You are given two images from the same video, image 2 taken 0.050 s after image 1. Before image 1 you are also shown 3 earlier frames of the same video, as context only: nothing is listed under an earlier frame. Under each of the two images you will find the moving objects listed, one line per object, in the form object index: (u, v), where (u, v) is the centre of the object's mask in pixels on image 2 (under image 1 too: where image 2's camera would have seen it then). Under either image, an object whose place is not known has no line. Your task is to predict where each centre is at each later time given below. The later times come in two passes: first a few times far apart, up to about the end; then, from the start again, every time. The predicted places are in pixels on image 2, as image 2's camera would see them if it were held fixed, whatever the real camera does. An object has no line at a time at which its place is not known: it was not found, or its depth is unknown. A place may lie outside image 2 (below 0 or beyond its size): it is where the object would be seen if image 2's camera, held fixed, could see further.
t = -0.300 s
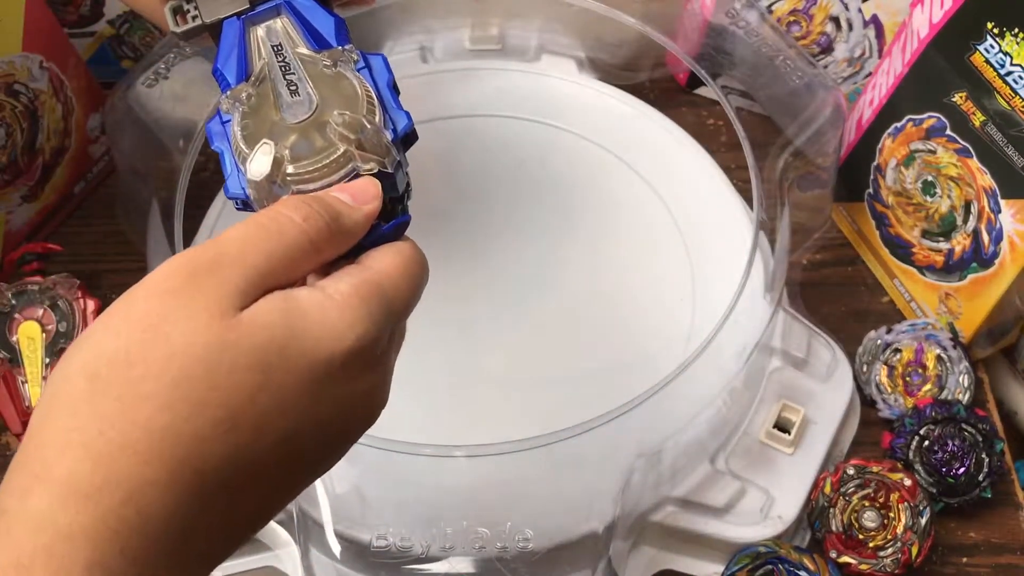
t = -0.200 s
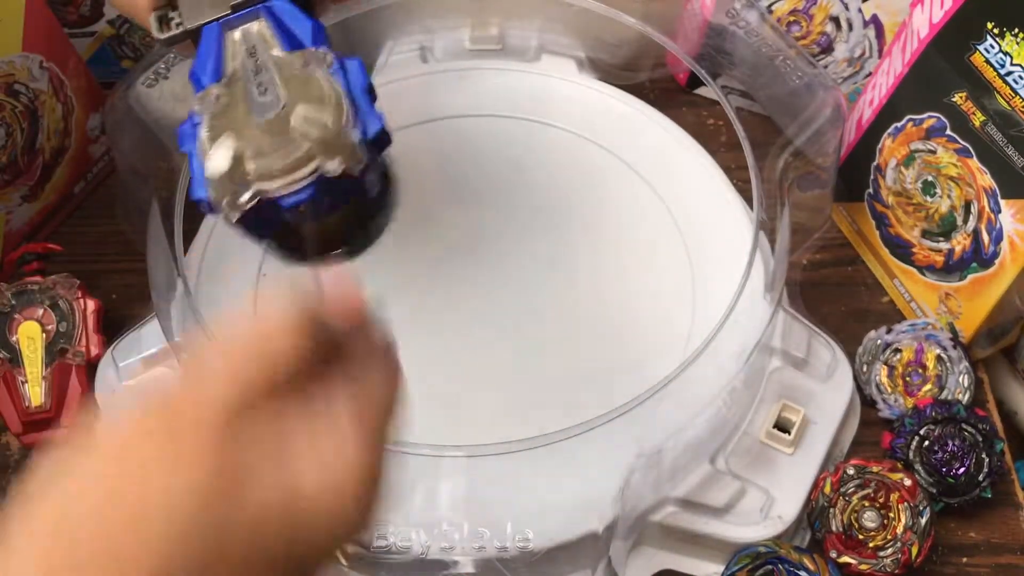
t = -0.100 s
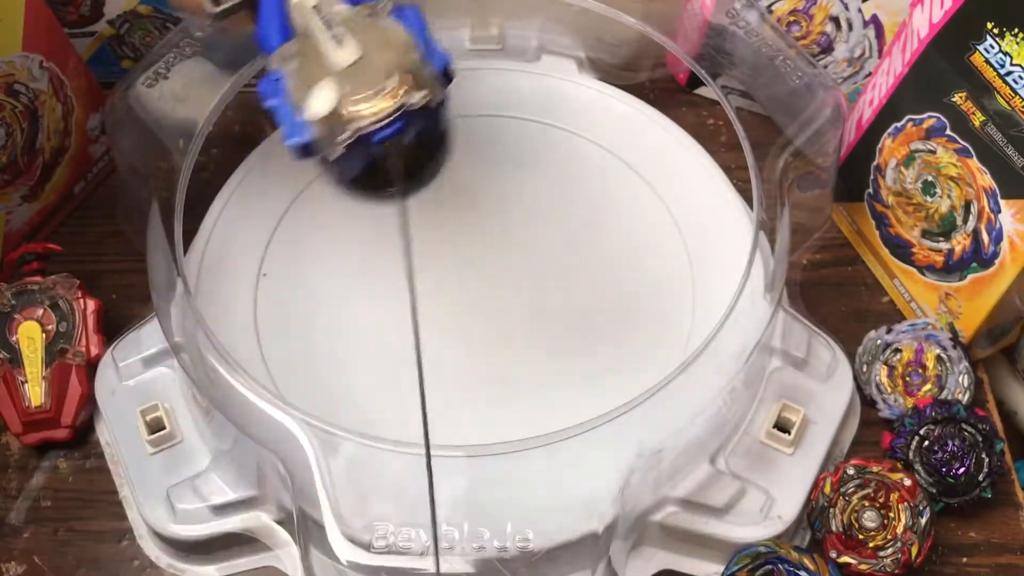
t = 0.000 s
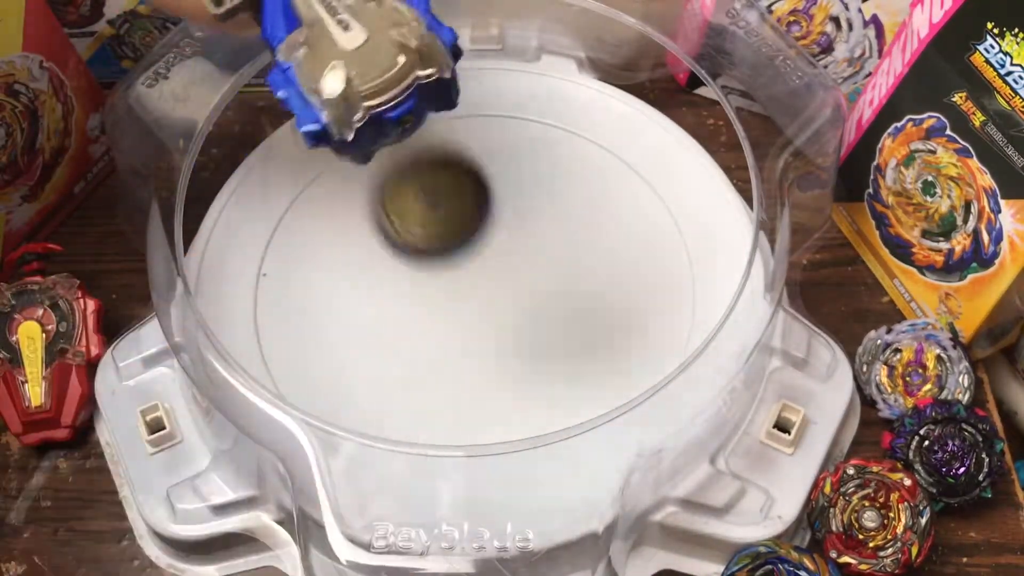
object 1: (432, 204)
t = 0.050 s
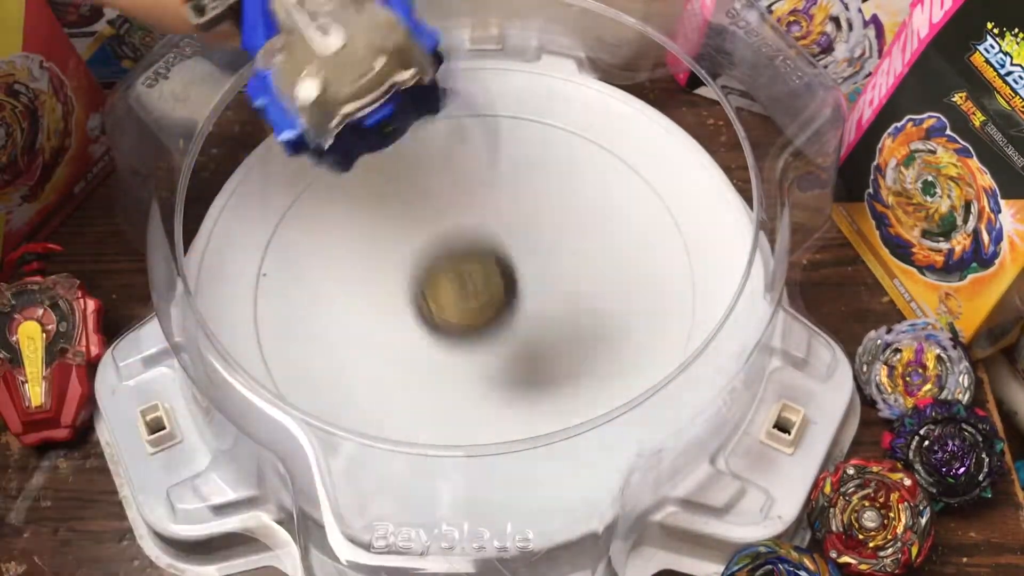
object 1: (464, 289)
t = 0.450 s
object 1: (486, 205)
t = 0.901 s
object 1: (456, 320)
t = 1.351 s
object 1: (418, 257)
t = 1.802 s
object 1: (515, 256)
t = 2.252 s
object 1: (435, 321)
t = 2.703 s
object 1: (473, 239)
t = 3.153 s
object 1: (484, 309)
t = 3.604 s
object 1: (446, 279)
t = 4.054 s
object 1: (499, 277)
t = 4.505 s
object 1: (459, 299)
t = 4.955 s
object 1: (485, 263)
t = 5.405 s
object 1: (478, 290)
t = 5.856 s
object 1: (464, 267)
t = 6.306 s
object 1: (476, 281)
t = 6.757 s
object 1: (458, 282)
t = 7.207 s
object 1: (470, 282)
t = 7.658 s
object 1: (463, 294)
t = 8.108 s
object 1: (475, 285)
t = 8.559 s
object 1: (480, 286)
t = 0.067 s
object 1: (474, 320)
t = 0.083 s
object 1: (487, 355)
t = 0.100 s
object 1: (493, 356)
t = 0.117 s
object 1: (488, 328)
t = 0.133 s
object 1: (487, 306)
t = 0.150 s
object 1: (487, 286)
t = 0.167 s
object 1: (487, 270)
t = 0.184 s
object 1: (487, 257)
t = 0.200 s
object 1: (487, 246)
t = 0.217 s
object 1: (488, 239)
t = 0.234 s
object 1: (489, 234)
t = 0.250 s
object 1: (490, 233)
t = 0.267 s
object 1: (491, 234)
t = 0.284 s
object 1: (492, 238)
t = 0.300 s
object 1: (493, 242)
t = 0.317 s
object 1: (493, 240)
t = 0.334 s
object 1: (491, 226)
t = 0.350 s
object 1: (491, 216)
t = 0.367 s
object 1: (490, 208)
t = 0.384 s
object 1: (488, 201)
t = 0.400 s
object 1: (488, 198)
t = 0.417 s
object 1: (487, 199)
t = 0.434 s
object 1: (487, 203)
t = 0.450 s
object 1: (486, 205)
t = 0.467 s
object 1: (485, 201)
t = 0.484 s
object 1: (482, 196)
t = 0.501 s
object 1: (480, 193)
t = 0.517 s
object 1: (479, 195)
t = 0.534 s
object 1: (477, 200)
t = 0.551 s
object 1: (476, 205)
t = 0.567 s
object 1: (473, 205)
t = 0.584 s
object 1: (471, 206)
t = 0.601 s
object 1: (469, 209)
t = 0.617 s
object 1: (467, 215)
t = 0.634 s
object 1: (466, 221)
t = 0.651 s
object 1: (464, 225)
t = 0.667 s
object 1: (462, 229)
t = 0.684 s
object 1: (461, 234)
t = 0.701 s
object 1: (460, 243)
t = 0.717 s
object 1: (459, 251)
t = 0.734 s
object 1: (458, 258)
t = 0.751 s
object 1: (457, 263)
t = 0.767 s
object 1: (456, 268)
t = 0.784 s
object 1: (456, 277)
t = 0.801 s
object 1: (455, 284)
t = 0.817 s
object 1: (455, 291)
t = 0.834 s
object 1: (455, 297)
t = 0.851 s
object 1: (456, 302)
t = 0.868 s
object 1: (456, 308)
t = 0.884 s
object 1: (456, 315)
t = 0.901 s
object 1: (456, 320)
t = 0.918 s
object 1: (456, 324)
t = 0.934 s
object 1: (455, 327)
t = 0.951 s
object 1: (454, 331)
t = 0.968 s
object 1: (453, 334)
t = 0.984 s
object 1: (452, 336)
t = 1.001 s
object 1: (450, 336)
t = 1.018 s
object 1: (448, 337)
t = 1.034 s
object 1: (447, 338)
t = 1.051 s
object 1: (444, 337)
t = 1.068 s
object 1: (442, 336)
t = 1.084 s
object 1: (440, 334)
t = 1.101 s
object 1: (438, 333)
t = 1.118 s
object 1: (435, 330)
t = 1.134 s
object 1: (433, 327)
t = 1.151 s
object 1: (429, 323)
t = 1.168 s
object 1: (426, 319)
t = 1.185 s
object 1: (424, 314)
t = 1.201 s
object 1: (421, 309)
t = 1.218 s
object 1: (419, 303)
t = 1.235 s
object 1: (418, 297)
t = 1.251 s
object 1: (416, 292)
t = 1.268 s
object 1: (416, 286)
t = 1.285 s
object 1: (416, 280)
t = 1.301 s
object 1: (415, 274)
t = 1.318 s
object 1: (416, 269)
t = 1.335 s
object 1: (417, 263)
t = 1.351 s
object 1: (418, 257)
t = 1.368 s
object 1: (420, 252)
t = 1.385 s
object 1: (422, 247)
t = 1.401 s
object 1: (425, 242)
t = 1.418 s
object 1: (428, 238)
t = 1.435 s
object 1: (431, 233)
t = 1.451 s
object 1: (434, 230)
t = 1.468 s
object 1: (439, 228)
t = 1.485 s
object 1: (442, 224)
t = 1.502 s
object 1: (447, 222)
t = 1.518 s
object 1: (452, 220)
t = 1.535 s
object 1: (456, 219)
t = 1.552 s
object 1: (460, 218)
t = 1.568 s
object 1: (465, 217)
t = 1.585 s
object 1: (470, 218)
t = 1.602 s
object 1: (474, 218)
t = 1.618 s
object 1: (479, 220)
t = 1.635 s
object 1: (483, 221)
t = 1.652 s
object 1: (487, 222)
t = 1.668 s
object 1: (491, 225)
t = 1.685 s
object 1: (495, 228)
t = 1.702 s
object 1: (499, 231)
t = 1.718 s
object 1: (502, 234)
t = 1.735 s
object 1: (505, 238)
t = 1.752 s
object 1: (508, 242)
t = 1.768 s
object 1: (511, 246)
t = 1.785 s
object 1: (513, 251)
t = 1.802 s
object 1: (515, 256)
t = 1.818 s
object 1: (515, 260)
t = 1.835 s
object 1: (517, 266)
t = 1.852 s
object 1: (516, 270)
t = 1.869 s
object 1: (516, 275)
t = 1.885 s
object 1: (516, 281)
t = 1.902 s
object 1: (514, 285)
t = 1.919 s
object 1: (513, 290)
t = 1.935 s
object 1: (511, 296)
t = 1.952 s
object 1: (509, 299)
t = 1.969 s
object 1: (507, 305)
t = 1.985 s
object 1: (503, 307)
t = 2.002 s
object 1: (500, 313)
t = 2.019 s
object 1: (496, 315)
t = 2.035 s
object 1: (493, 319)
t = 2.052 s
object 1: (488, 322)
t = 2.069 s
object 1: (483, 324)
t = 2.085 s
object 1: (478, 326)
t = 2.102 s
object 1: (474, 328)
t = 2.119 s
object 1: (468, 328)
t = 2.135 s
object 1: (463, 329)
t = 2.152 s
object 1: (458, 329)
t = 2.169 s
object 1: (454, 329)
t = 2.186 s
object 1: (450, 328)
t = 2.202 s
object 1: (445, 327)
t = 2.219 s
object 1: (442, 326)
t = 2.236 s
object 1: (438, 323)
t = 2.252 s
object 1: (435, 321)
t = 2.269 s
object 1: (431, 317)
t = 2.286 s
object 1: (430, 315)
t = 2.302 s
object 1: (426, 311)
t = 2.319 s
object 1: (426, 308)
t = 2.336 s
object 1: (424, 304)
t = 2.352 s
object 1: (424, 300)
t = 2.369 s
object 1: (423, 296)
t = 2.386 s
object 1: (423, 292)
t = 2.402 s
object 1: (423, 288)
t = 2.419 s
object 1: (424, 283)
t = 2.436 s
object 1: (426, 279)
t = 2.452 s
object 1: (427, 275)
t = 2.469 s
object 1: (429, 271)
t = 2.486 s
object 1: (430, 267)
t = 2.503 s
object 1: (433, 264)
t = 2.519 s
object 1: (436, 260)
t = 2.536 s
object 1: (438, 256)
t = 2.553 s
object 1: (441, 253)
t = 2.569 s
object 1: (444, 250)
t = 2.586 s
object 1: (448, 248)
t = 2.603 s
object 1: (451, 245)
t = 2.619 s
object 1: (455, 243)
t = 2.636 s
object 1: (458, 242)
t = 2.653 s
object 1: (462, 240)
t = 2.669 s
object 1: (466, 240)
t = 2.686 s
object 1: (469, 239)
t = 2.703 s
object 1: (473, 239)
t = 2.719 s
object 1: (476, 239)
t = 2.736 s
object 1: (479, 239)
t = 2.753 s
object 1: (482, 240)
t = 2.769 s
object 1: (486, 241)
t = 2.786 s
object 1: (489, 242)
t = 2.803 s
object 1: (491, 244)
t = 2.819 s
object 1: (493, 246)
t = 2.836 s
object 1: (496, 248)
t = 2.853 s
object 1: (498, 251)
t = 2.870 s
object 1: (499, 253)
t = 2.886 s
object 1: (500, 256)
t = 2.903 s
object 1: (502, 259)
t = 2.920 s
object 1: (503, 263)
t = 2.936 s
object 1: (503, 266)
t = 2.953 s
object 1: (503, 270)
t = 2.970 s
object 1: (502, 273)
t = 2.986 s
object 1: (503, 277)
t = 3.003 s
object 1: (502, 281)
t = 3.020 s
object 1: (501, 285)
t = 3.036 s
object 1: (499, 288)
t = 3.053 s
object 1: (498, 292)
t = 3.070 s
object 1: (496, 295)
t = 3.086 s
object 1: (494, 298)
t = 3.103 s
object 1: (492, 302)
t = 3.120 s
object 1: (489, 304)
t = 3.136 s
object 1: (487, 307)
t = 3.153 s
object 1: (484, 309)
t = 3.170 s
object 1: (481, 311)
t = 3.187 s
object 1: (478, 313)
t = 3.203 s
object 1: (475, 314)
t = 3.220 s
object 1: (471, 316)
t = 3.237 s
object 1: (469, 317)
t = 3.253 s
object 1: (466, 318)
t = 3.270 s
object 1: (463, 318)
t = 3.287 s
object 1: (460, 318)
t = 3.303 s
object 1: (457, 318)
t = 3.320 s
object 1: (454, 317)
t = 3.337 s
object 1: (452, 316)
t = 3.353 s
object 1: (449, 315)
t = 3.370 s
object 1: (447, 314)
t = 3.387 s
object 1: (446, 312)
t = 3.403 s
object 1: (444, 310)
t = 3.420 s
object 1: (443, 308)
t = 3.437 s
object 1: (441, 306)
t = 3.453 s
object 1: (441, 304)
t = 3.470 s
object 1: (440, 301)
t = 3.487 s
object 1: (440, 299)
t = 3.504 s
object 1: (440, 296)
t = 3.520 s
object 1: (441, 294)
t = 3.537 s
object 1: (441, 290)
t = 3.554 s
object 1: (442, 288)
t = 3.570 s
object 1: (444, 286)
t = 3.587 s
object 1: (445, 282)
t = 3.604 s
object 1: (446, 279)
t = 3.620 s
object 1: (448, 278)
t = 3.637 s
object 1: (450, 275)
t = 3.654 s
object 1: (453, 273)
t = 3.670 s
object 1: (455, 271)
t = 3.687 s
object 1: (458, 268)
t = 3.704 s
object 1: (460, 266)
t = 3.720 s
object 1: (463, 265)
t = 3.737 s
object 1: (466, 264)
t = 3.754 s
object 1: (468, 262)
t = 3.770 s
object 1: (471, 261)
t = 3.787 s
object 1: (474, 261)
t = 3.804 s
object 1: (477, 260)
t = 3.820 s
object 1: (479, 260)
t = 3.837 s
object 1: (481, 260)
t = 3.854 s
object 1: (484, 260)
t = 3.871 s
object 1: (486, 260)
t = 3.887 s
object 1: (488, 261)
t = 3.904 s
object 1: (490, 262)
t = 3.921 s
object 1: (492, 263)
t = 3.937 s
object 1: (494, 265)
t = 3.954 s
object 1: (495, 266)
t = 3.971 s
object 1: (496, 267)
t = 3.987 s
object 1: (497, 269)
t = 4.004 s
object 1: (498, 271)
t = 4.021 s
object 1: (498, 273)
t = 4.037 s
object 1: (498, 275)
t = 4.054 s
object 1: (499, 277)
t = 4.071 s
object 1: (498, 279)
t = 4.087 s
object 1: (498, 281)
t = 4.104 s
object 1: (497, 283)
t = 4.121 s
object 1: (497, 285)
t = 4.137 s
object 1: (496, 287)
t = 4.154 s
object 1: (495, 289)
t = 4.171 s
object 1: (493, 291)
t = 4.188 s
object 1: (492, 293)
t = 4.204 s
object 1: (490, 295)
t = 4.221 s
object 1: (489, 296)
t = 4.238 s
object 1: (487, 298)
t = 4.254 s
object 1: (485, 299)
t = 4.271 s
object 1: (483, 300)
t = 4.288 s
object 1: (481, 302)
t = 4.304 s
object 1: (479, 303)
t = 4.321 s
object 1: (477, 303)
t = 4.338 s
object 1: (475, 304)
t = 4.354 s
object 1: (473, 304)
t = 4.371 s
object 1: (471, 305)
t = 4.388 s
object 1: (470, 305)
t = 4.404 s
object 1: (468, 304)
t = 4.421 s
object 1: (466, 304)
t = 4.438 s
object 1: (464, 303)
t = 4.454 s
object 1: (462, 303)
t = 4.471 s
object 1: (461, 302)
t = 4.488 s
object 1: (460, 300)
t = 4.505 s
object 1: (459, 299)
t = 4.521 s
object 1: (458, 298)
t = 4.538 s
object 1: (457, 296)
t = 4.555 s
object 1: (457, 295)
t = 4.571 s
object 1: (457, 293)
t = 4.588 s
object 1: (457, 291)
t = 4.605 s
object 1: (457, 289)
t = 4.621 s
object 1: (457, 287)
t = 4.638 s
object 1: (458, 285)
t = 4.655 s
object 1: (459, 283)
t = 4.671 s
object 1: (460, 281)
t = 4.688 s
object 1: (461, 279)
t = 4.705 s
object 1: (462, 277)
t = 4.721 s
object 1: (463, 275)
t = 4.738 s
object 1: (464, 274)
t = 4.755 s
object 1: (466, 272)
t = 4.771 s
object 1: (467, 270)
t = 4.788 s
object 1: (468, 269)
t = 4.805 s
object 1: (470, 268)
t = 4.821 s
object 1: (472, 266)
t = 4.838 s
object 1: (473, 266)
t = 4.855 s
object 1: (475, 265)
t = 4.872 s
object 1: (477, 264)
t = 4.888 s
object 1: (479, 263)
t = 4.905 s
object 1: (481, 263)
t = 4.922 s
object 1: (482, 263)
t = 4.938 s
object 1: (484, 263)
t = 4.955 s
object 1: (485, 263)
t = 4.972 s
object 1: (487, 263)
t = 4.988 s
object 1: (488, 264)
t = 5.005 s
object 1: (489, 264)
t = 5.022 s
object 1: (490, 265)
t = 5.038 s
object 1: (491, 266)
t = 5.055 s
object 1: (492, 266)
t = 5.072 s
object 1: (493, 267)
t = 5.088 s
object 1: (493, 269)
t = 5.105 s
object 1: (494, 270)
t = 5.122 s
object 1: (494, 271)
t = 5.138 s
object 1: (494, 273)
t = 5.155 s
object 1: (494, 274)
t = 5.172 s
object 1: (494, 275)
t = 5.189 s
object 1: (493, 277)
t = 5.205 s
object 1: (493, 278)
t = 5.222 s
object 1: (492, 280)
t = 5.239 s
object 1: (491, 281)
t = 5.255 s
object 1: (491, 282)
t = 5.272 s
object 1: (489, 284)
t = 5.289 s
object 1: (488, 285)
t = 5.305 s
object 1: (487, 286)
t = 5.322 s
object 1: (486, 287)
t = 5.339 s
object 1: (484, 288)
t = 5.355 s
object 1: (483, 288)
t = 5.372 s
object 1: (481, 289)
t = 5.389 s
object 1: (480, 290)
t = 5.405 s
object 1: (478, 290)
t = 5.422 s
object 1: (477, 290)
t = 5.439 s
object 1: (475, 290)
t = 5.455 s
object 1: (473, 290)
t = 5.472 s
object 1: (472, 290)
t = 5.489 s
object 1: (470, 289)
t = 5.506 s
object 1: (469, 289)
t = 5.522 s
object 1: (467, 288)
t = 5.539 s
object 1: (466, 288)
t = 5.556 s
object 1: (465, 286)
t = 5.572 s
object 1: (464, 286)
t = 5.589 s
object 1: (463, 285)
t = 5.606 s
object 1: (462, 284)
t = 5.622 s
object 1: (462, 282)
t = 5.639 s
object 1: (461, 281)
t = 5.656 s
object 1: (460, 280)
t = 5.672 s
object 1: (460, 279)
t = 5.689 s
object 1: (459, 278)
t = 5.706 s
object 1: (459, 277)
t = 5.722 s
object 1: (459, 275)
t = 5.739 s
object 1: (459, 274)
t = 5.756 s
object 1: (460, 273)
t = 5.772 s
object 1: (460, 272)
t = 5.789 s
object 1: (461, 270)
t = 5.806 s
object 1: (461, 269)
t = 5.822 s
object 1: (462, 268)
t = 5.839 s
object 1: (463, 267)
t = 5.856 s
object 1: (464, 267)
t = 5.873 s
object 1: (464, 266)
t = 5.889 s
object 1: (465, 266)
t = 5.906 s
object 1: (466, 266)
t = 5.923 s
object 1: (467, 265)
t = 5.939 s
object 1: (468, 265)
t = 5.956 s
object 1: (469, 265)
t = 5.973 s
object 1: (470, 265)
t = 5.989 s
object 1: (470, 266)
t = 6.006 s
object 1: (471, 266)
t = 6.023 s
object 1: (472, 266)
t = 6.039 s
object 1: (473, 267)
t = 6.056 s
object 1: (474, 267)
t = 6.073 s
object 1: (475, 268)
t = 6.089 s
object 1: (476, 269)
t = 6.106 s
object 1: (476, 269)
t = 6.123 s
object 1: (477, 270)
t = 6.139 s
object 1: (477, 271)
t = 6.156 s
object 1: (478, 272)
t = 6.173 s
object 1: (478, 273)
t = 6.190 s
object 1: (478, 274)
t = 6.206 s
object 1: (478, 275)
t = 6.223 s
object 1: (478, 276)
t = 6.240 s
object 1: (478, 277)
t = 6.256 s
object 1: (478, 278)
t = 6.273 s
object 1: (477, 279)
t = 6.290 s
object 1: (477, 280)
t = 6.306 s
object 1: (476, 281)
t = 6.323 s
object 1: (475, 282)
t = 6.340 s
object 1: (475, 283)
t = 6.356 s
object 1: (474, 284)
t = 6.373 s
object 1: (474, 284)
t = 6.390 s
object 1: (473, 284)
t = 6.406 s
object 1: (472, 285)
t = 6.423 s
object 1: (471, 286)
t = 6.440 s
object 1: (470, 286)
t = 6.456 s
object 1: (469, 286)
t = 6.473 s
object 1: (468, 287)
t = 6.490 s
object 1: (467, 287)
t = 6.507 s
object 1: (466, 287)
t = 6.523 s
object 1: (465, 287)
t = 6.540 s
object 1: (464, 286)
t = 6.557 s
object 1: (463, 286)
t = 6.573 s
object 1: (463, 286)
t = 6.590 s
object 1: (462, 286)
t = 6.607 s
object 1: (461, 286)
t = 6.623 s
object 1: (460, 286)
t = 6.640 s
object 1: (460, 285)
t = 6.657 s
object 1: (459, 285)
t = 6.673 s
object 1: (459, 284)
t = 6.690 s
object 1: (458, 283)
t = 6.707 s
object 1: (459, 283)
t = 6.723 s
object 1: (458, 283)
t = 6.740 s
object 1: (459, 282)
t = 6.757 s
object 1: (458, 282)
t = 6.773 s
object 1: (458, 281)
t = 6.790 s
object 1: (459, 280)
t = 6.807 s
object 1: (459, 280)
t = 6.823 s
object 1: (459, 279)
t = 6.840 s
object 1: (459, 279)
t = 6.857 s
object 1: (460, 278)
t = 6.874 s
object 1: (460, 278)
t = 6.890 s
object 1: (461, 277)
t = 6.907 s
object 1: (461, 277)
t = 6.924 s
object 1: (461, 277)
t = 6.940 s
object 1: (462, 277)
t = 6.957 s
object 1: (462, 277)
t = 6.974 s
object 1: (463, 277)
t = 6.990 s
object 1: (464, 277)
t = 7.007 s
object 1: (464, 277)
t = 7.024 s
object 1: (465, 277)
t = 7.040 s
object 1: (466, 277)
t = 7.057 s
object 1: (466, 277)
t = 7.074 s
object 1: (466, 277)
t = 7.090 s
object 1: (467, 278)
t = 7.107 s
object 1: (468, 278)
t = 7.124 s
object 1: (468, 279)
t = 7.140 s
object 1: (469, 279)
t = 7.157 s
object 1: (469, 280)
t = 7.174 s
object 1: (469, 280)
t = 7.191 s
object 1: (470, 281)
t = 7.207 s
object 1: (470, 282)
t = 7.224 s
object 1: (470, 282)
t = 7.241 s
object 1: (470, 283)
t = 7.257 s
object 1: (471, 284)
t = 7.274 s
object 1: (471, 285)
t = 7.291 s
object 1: (471, 285)
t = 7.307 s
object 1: (471, 286)
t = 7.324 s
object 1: (470, 286)
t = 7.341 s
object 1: (471, 287)
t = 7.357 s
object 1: (471, 288)
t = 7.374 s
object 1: (471, 289)
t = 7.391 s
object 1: (470, 289)
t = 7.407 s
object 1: (470, 290)
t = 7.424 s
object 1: (469, 290)
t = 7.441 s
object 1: (469, 291)
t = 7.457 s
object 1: (469, 291)
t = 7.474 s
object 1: (468, 292)
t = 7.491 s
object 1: (468, 293)
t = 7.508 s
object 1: (468, 293)
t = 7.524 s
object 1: (467, 293)
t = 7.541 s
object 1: (466, 293)
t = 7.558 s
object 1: (466, 294)
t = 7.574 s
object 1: (465, 294)
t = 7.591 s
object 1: (465, 294)
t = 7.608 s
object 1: (464, 294)
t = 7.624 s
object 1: (464, 293)
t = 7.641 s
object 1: (463, 294)
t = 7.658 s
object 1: (463, 294)
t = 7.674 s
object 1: (463, 293)
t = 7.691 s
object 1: (463, 293)
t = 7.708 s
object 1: (463, 293)
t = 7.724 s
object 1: (462, 292)
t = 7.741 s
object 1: (462, 292)
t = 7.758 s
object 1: (462, 292)
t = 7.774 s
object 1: (463, 291)
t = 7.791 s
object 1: (463, 291)
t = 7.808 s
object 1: (464, 290)
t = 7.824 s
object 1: (464, 290)
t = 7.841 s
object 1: (464, 289)
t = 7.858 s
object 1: (465, 289)
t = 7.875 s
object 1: (465, 289)
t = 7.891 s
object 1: (466, 288)
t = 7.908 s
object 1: (466, 288)
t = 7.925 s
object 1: (467, 287)
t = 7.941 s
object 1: (468, 287)
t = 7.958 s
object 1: (468, 286)
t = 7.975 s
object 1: (469, 286)
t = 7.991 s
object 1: (469, 286)
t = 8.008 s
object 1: (470, 286)
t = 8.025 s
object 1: (471, 286)
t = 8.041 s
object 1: (472, 286)
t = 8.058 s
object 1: (472, 285)
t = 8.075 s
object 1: (473, 285)
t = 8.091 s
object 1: (474, 285)
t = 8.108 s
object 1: (475, 285)
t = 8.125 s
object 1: (475, 285)
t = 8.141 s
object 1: (476, 285)
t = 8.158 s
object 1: (477, 285)
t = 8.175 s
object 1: (477, 285)
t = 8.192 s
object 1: (478, 285)
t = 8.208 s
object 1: (479, 285)
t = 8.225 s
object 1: (479, 285)
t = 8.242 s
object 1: (480, 285)
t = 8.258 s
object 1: (480, 285)
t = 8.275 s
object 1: (481, 285)
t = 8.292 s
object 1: (481, 285)
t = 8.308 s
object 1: (481, 285)
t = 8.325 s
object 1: (481, 286)
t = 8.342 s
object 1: (482, 286)
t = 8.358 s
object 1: (482, 286)
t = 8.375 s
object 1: (482, 286)
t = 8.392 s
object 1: (482, 286)
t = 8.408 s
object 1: (482, 286)
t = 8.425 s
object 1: (482, 286)
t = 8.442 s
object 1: (481, 286)
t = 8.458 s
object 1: (481, 286)
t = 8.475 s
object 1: (481, 286)
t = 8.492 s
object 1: (481, 286)
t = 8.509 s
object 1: (481, 286)
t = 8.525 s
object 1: (481, 286)
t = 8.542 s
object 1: (481, 286)
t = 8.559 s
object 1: (480, 286)
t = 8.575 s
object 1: (480, 286)
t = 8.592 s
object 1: (479, 286)
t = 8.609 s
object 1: (479, 286)
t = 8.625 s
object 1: (479, 286)
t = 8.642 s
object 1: (478, 286)
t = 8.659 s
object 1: (478, 285)
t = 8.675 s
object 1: (478, 285)
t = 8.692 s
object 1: (478, 285)
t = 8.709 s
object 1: (477, 285)
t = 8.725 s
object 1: (477, 285)
